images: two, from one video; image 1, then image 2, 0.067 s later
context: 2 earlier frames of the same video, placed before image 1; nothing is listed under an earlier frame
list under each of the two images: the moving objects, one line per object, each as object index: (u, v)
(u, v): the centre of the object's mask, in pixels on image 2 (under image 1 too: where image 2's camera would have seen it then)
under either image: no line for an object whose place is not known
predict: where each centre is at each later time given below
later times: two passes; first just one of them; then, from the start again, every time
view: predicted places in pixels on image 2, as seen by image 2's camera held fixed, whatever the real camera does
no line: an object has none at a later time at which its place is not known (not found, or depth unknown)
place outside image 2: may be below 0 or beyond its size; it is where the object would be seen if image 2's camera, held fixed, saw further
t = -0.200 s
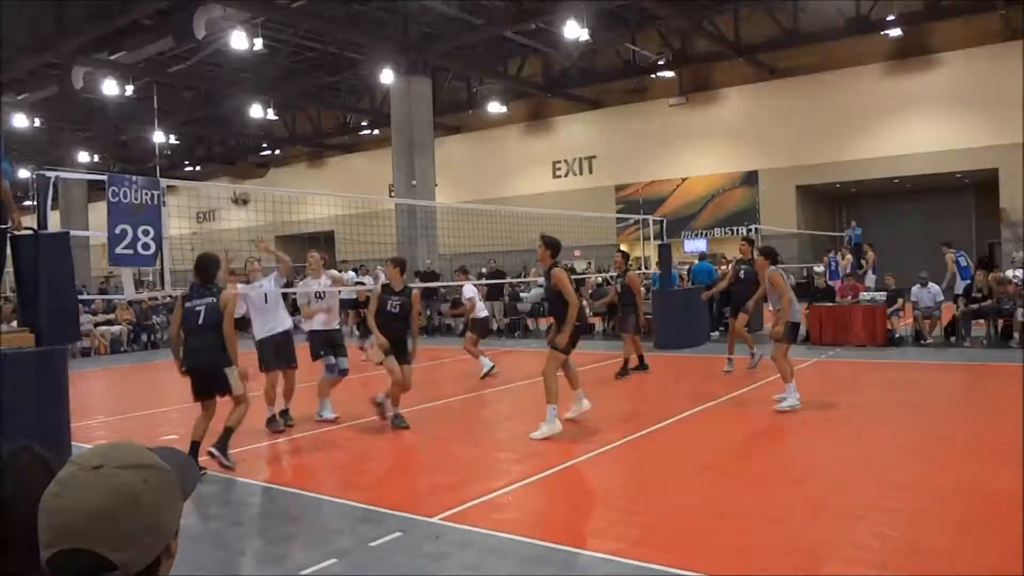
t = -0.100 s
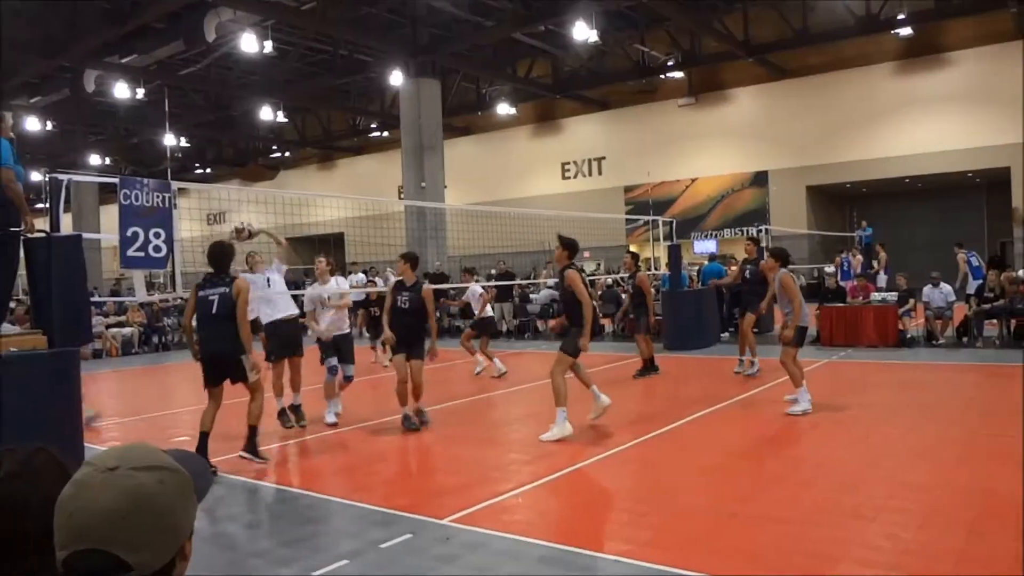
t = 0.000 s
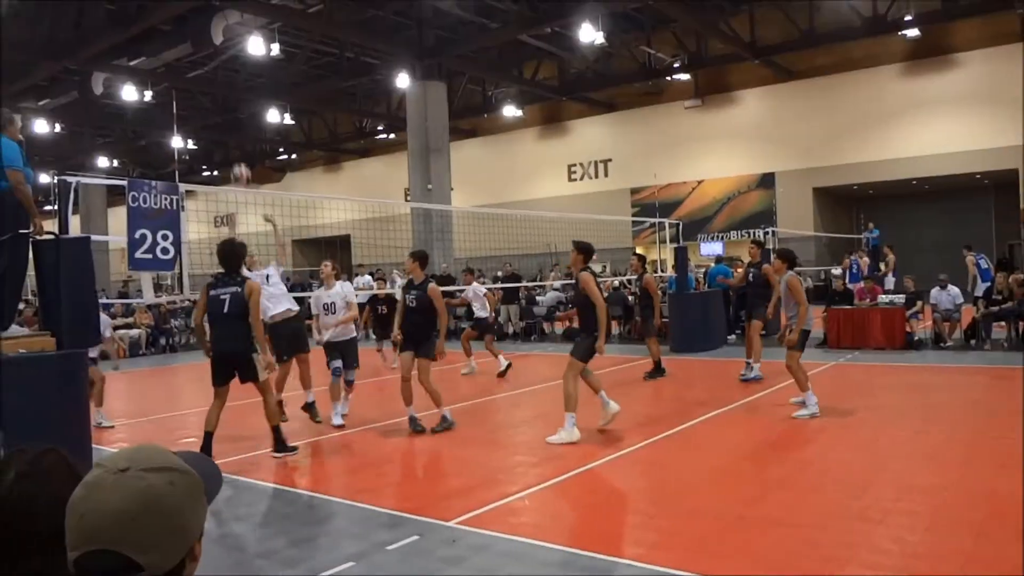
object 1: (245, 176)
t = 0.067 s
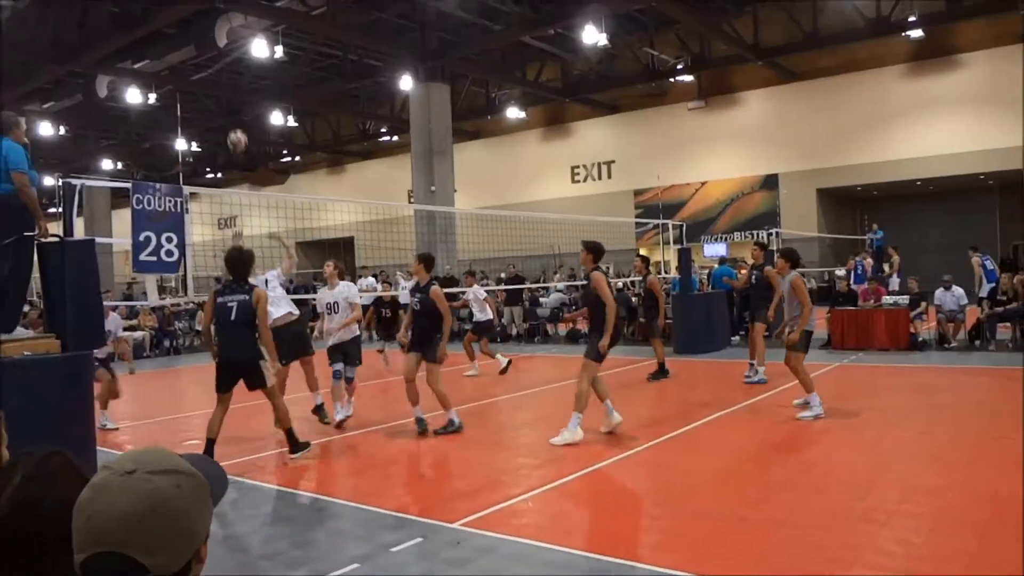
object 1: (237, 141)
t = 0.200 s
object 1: (225, 84)
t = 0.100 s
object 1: (233, 124)
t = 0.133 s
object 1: (231, 110)
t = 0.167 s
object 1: (227, 97)
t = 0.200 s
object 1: (225, 84)
